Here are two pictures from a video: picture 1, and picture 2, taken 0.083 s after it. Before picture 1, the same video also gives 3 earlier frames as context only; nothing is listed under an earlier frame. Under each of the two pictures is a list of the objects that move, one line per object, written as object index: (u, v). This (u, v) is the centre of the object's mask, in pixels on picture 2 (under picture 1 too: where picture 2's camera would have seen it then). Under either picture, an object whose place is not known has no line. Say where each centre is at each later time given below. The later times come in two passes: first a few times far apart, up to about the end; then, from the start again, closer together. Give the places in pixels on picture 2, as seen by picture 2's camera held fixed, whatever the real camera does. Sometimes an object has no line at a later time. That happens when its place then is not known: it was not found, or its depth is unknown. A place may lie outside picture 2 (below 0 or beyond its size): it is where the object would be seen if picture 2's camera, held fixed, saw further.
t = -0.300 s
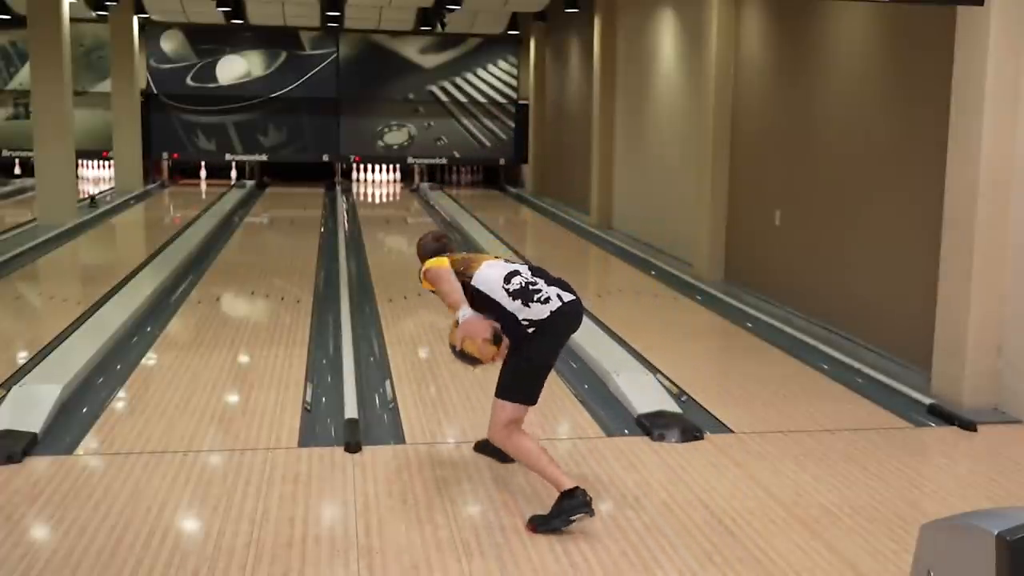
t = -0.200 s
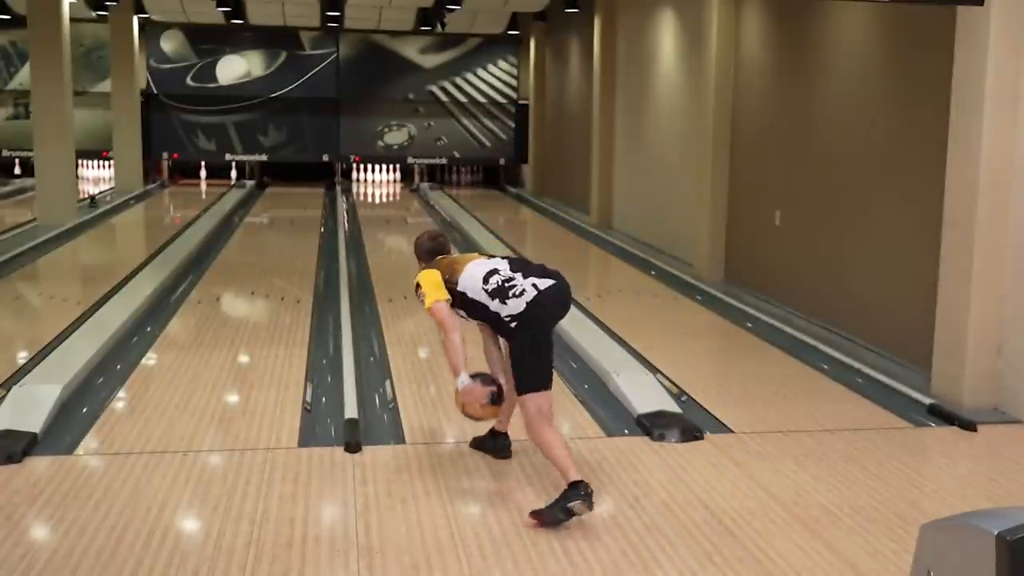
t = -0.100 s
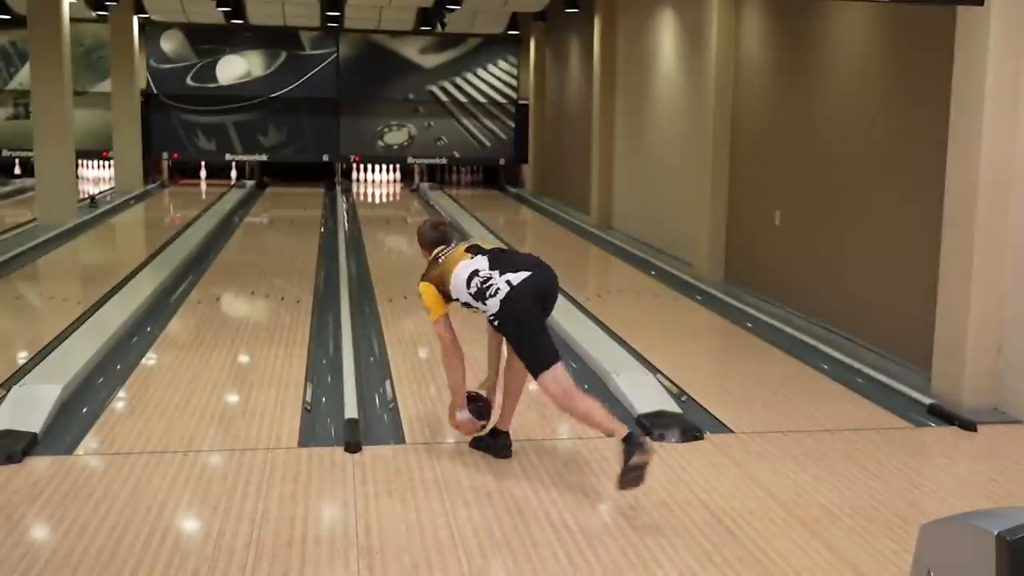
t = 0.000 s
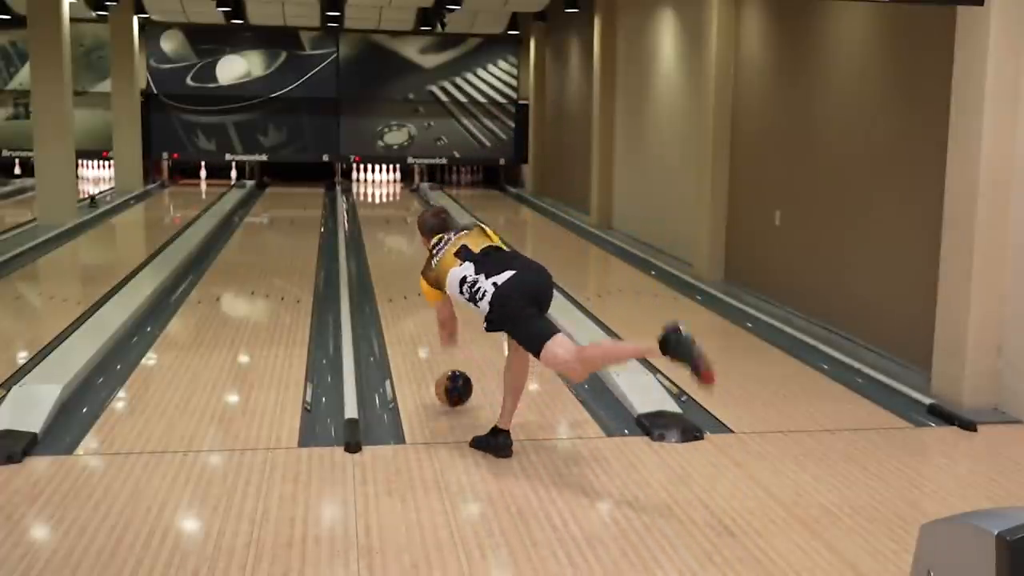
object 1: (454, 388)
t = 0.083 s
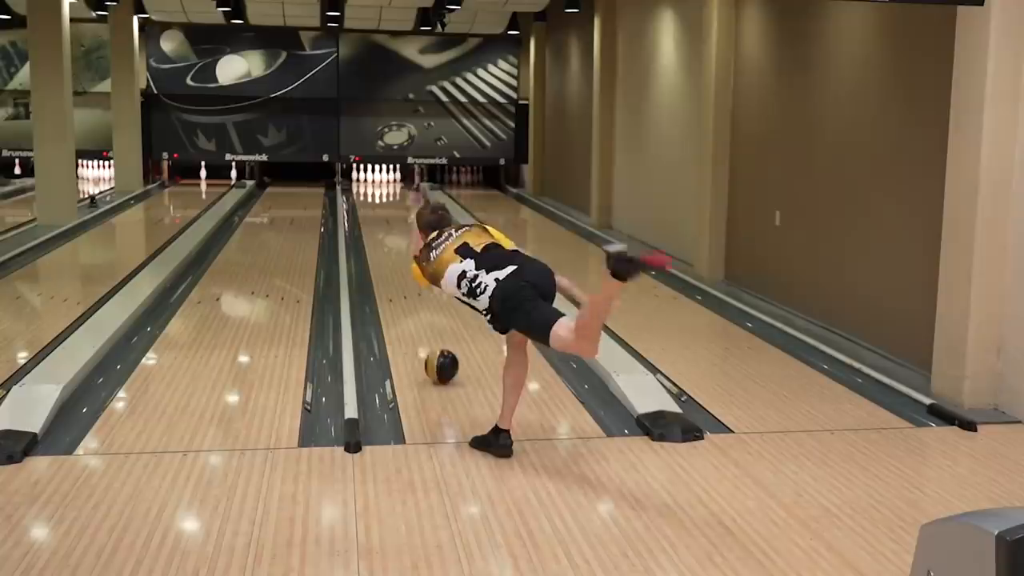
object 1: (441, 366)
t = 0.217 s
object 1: (426, 333)
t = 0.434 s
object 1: (409, 294)
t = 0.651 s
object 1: (396, 265)
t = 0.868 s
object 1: (388, 245)
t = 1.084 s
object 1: (382, 227)
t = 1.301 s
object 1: (377, 214)
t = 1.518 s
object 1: (373, 205)
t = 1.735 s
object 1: (371, 196)
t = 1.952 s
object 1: (372, 188)
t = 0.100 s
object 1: (439, 362)
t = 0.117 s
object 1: (438, 357)
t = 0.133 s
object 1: (435, 352)
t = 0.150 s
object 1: (433, 348)
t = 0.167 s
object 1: (431, 344)
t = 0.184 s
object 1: (429, 340)
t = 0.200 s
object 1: (428, 337)
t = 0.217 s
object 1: (426, 333)
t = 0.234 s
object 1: (425, 330)
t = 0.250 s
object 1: (423, 326)
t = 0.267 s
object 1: (422, 322)
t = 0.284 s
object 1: (420, 319)
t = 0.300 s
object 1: (419, 316)
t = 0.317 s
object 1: (417, 312)
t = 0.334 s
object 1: (416, 310)
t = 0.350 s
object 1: (415, 307)
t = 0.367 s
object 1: (414, 304)
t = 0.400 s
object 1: (411, 298)
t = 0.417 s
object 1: (409, 296)
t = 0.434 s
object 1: (409, 294)
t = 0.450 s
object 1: (407, 291)
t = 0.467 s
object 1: (406, 289)
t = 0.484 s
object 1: (405, 287)
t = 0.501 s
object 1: (405, 284)
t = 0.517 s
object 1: (403, 282)
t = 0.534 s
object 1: (402, 280)
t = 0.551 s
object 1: (401, 277)
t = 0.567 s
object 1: (400, 275)
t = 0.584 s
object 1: (399, 274)
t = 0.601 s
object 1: (399, 272)
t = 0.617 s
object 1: (399, 270)
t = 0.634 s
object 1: (397, 267)
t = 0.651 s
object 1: (396, 265)
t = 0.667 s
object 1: (395, 263)
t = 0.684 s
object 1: (395, 261)
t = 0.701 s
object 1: (394, 259)
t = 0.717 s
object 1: (393, 258)
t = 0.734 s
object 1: (393, 257)
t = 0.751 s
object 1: (392, 255)
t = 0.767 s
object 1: (391, 253)
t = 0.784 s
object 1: (391, 251)
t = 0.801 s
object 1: (390, 250)
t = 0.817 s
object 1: (389, 248)
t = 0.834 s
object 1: (389, 247)
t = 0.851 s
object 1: (388, 246)
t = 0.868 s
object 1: (388, 245)
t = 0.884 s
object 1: (387, 242)
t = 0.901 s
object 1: (387, 241)
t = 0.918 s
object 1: (386, 240)
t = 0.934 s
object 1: (386, 239)
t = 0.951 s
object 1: (385, 238)
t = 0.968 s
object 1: (385, 236)
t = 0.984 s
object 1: (385, 236)
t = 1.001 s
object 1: (384, 234)
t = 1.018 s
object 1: (383, 232)
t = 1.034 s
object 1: (383, 231)
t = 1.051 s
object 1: (382, 230)
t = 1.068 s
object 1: (382, 229)
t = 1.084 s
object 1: (382, 227)
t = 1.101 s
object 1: (381, 227)
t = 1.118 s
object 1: (381, 227)
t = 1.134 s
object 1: (380, 225)
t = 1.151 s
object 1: (380, 223)
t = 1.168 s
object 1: (380, 222)
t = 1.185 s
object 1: (379, 221)
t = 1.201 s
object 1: (379, 220)
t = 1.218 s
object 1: (379, 219)
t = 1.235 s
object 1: (378, 219)
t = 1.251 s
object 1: (378, 218)
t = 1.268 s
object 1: (377, 217)
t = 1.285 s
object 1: (377, 215)
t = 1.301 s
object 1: (377, 214)
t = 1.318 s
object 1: (377, 214)
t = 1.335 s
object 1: (376, 213)
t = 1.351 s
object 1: (376, 212)
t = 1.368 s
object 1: (375, 212)
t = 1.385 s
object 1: (375, 211)
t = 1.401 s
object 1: (375, 210)
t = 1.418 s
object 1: (375, 209)
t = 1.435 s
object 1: (374, 208)
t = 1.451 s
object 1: (374, 208)
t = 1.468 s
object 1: (374, 207)
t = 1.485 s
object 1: (374, 206)
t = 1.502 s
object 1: (374, 206)
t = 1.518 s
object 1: (373, 205)
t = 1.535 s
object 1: (373, 203)
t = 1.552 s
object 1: (373, 202)
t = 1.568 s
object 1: (373, 202)
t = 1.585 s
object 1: (373, 202)
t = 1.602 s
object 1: (372, 201)
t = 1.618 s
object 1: (372, 201)
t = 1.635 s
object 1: (372, 200)
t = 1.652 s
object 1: (372, 199)
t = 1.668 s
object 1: (372, 198)
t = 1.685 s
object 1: (372, 197)
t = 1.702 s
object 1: (372, 197)
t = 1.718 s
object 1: (372, 196)
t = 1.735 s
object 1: (371, 196)
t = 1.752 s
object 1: (371, 195)
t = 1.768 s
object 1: (371, 195)
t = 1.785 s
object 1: (371, 194)
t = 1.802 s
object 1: (371, 193)
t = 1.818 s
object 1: (371, 192)
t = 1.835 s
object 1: (371, 191)
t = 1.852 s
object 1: (371, 191)
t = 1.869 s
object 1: (371, 191)
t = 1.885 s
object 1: (371, 190)
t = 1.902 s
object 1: (371, 190)
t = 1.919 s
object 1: (372, 189)
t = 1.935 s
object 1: (372, 189)
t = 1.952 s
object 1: (372, 188)
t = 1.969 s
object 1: (372, 188)
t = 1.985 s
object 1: (372, 188)
